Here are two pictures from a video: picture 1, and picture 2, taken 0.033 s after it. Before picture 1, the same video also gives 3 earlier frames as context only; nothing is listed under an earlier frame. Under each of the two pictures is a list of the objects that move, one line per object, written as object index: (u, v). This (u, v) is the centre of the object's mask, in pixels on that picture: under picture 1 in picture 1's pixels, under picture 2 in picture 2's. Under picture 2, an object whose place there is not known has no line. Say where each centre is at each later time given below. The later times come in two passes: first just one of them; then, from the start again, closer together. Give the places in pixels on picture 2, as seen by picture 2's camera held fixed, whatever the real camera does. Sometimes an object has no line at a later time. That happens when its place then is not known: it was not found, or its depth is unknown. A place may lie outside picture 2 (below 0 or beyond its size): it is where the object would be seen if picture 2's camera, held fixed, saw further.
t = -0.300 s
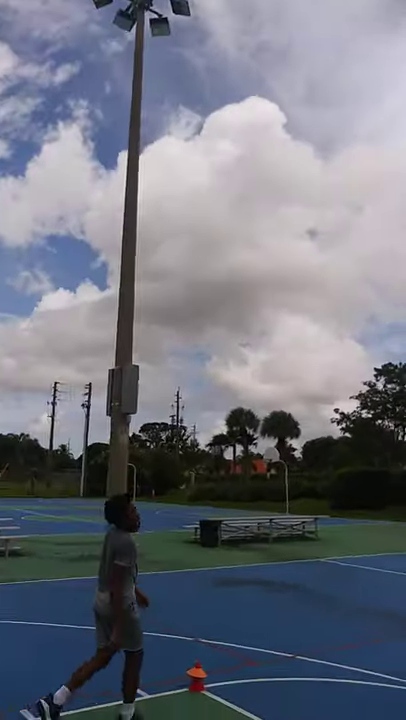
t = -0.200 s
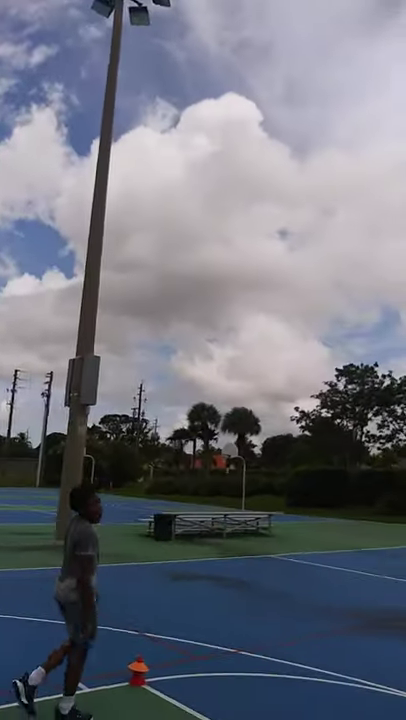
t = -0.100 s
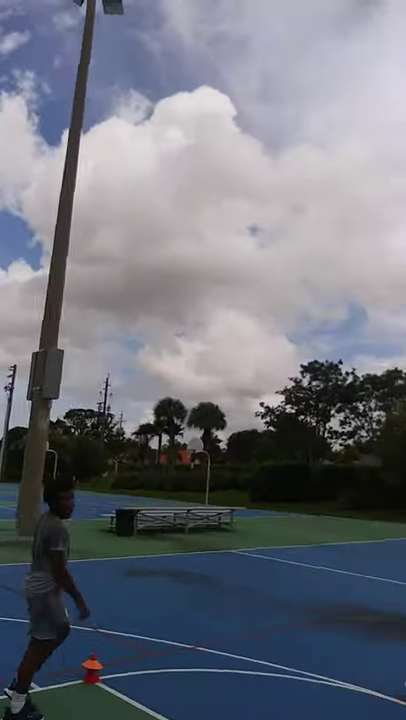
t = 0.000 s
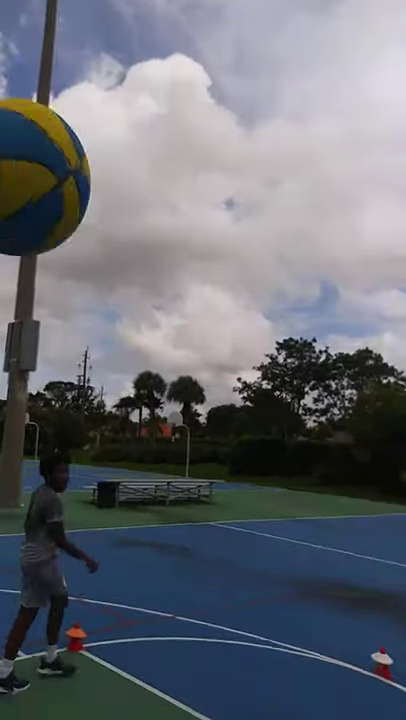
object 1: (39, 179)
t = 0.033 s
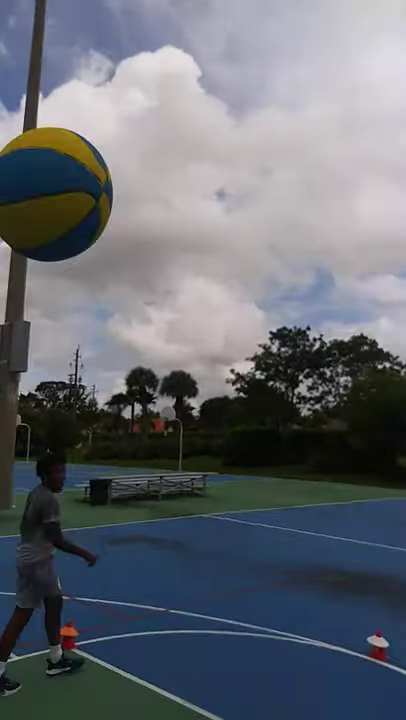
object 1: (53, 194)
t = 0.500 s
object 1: (244, 458)
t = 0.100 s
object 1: (110, 223)
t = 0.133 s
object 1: (125, 245)
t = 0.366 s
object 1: (216, 378)
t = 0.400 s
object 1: (221, 400)
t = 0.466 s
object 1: (233, 440)
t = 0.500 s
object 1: (244, 458)
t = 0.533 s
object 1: (251, 476)
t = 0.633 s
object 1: (262, 538)
